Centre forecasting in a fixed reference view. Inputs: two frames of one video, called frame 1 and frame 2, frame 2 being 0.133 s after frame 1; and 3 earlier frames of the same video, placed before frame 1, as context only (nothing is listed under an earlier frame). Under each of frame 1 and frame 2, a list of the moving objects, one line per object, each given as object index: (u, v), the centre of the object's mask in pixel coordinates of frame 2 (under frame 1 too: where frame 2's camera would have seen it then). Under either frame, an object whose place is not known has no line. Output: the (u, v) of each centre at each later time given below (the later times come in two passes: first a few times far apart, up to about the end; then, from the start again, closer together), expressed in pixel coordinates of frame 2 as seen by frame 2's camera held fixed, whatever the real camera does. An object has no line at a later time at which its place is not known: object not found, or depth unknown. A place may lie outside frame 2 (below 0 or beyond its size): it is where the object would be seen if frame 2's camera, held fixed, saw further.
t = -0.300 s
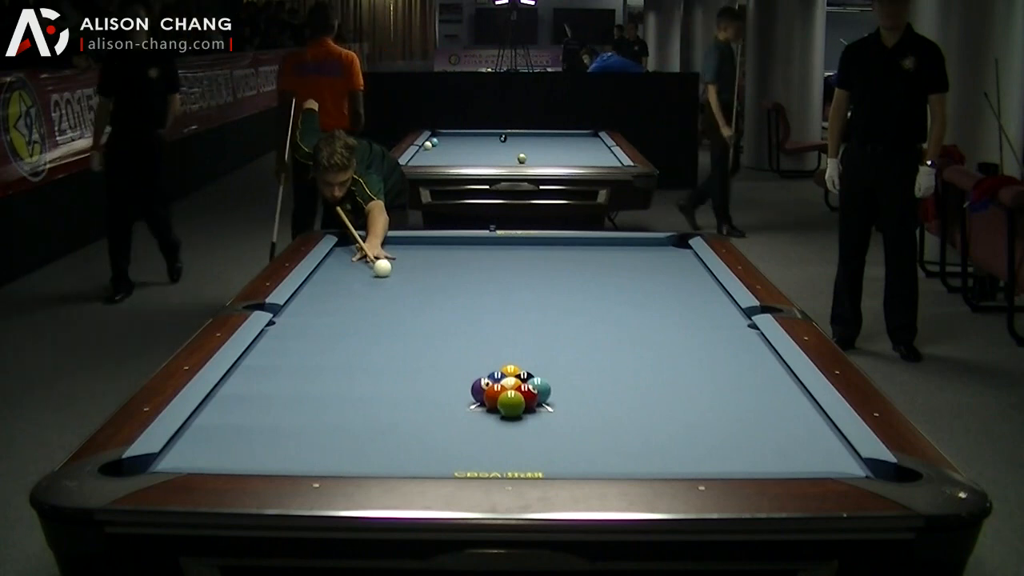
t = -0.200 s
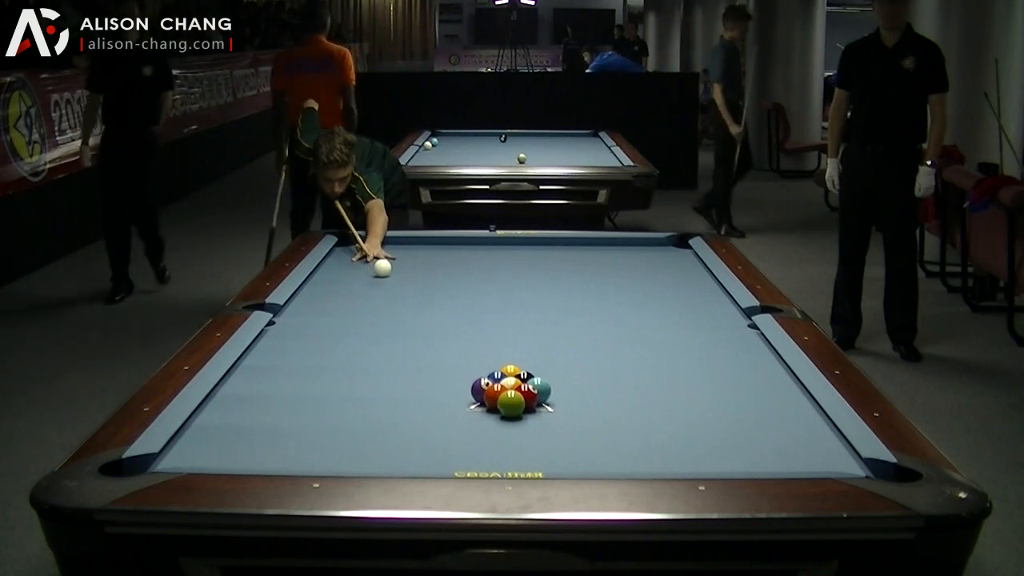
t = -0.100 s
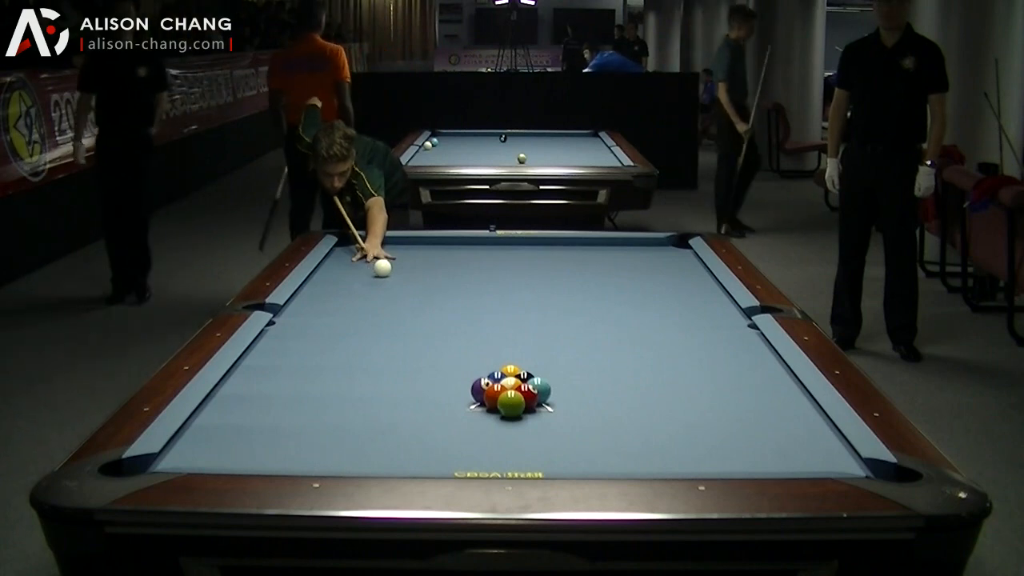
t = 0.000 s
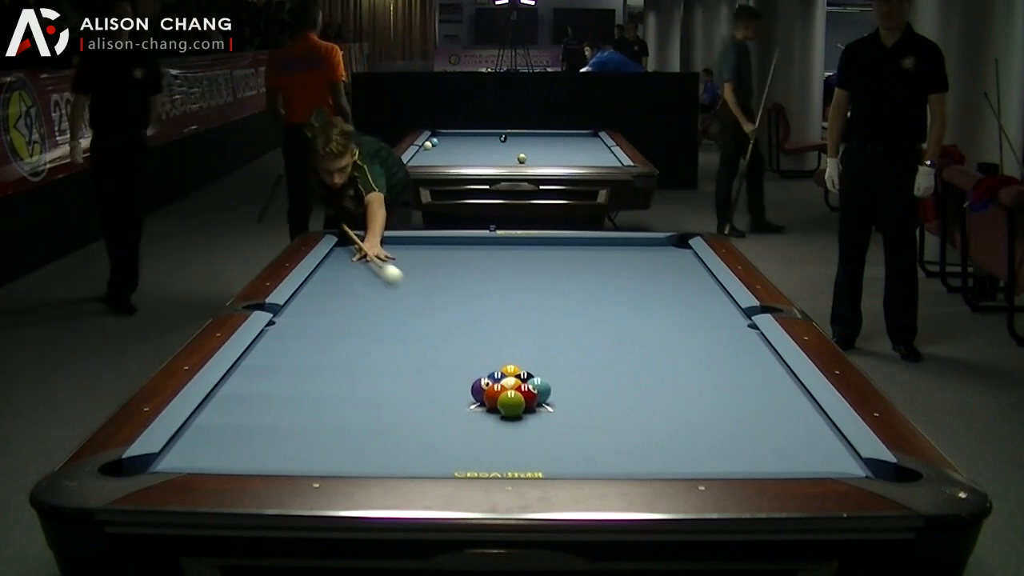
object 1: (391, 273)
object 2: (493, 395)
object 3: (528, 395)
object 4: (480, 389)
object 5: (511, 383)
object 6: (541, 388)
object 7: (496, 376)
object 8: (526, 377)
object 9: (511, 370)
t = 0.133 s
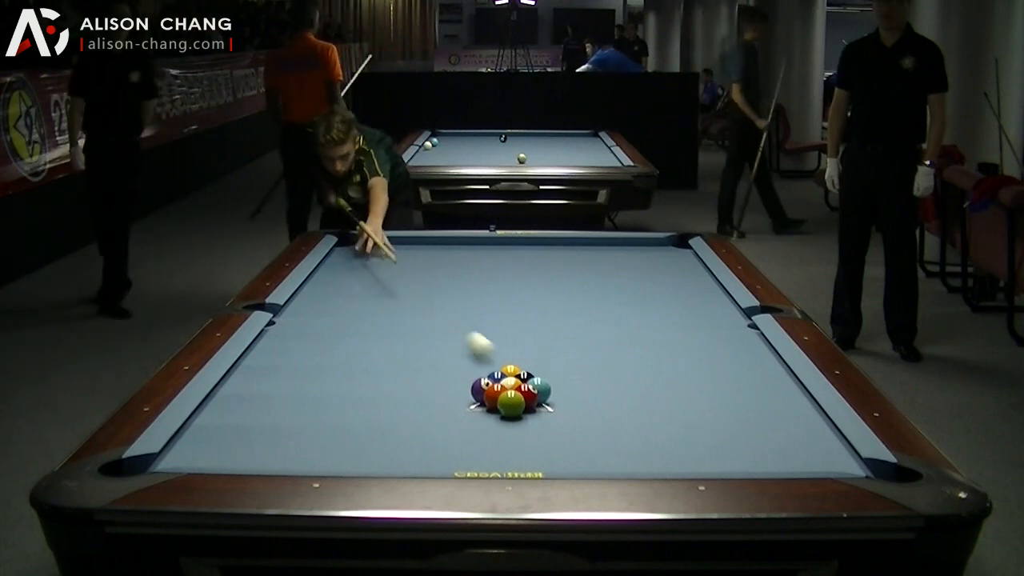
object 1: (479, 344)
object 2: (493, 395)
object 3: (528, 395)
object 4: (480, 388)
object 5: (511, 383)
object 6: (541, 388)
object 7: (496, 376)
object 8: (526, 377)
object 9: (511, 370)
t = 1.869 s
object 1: (506, 277)
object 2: (242, 400)
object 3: (499, 374)
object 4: (751, 373)
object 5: (523, 313)
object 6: (237, 377)
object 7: (277, 357)
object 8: (724, 357)
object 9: (594, 327)
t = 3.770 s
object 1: (369, 239)
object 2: (316, 353)
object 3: (488, 333)
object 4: (463, 331)
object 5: (535, 252)
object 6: (479, 343)
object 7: (390, 317)
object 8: (604, 309)
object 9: (632, 303)
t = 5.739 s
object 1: (411, 245)
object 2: (346, 341)
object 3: (488, 327)
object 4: (342, 307)
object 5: (540, 249)
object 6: (588, 335)
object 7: (438, 296)
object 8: (552, 287)
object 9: (637, 300)
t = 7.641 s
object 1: (413, 246)
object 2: (346, 341)
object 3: (488, 327)
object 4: (316, 299)
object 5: (541, 253)
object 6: (601, 334)
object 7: (444, 294)
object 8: (543, 284)
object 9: (637, 299)
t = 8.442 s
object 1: (413, 246)
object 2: (346, 341)
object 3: (488, 327)
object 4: (316, 299)
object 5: (541, 253)
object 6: (601, 334)
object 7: (444, 294)
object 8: (543, 284)
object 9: (637, 299)
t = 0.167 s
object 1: (510, 361)
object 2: (493, 395)
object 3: (529, 395)
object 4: (479, 389)
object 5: (511, 383)
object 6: (542, 388)
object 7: (496, 377)
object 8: (526, 377)
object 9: (511, 370)
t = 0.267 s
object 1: (579, 358)
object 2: (469, 411)
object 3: (547, 411)
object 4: (359, 416)
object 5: (509, 391)
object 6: (686, 421)
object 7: (471, 382)
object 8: (553, 382)
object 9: (519, 371)
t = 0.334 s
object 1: (617, 351)
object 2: (452, 421)
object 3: (561, 420)
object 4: (270, 434)
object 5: (508, 392)
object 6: (791, 441)
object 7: (457, 381)
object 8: (568, 381)
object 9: (523, 369)
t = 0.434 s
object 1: (666, 342)
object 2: (427, 434)
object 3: (581, 431)
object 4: (192, 454)
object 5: (507, 393)
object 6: (779, 458)
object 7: (437, 379)
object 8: (591, 379)
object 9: (529, 366)
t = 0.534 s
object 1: (706, 333)
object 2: (402, 446)
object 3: (601, 443)
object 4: (269, 459)
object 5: (506, 393)
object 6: (686, 464)
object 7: (417, 377)
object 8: (612, 377)
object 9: (535, 362)
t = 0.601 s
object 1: (731, 327)
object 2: (385, 454)
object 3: (611, 449)
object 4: (315, 455)
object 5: (506, 392)
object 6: (631, 460)
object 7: (404, 376)
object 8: (627, 375)
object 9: (539, 360)
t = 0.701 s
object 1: (725, 321)
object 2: (358, 461)
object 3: (595, 438)
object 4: (375, 447)
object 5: (506, 387)
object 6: (597, 462)
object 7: (386, 373)
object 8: (647, 373)
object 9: (545, 357)
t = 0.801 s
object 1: (696, 317)
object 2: (345, 458)
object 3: (579, 429)
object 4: (423, 440)
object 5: (508, 381)
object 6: (556, 457)
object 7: (368, 372)
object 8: (667, 371)
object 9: (550, 354)
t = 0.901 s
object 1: (675, 313)
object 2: (333, 453)
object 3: (567, 421)
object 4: (470, 433)
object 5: (509, 373)
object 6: (519, 449)
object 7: (350, 370)
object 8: (687, 370)
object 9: (555, 351)
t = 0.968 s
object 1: (661, 309)
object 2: (325, 450)
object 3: (561, 416)
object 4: (502, 423)
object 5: (510, 368)
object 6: (495, 443)
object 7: (339, 369)
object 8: (699, 368)
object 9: (558, 349)
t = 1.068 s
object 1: (641, 305)
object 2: (314, 443)
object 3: (555, 406)
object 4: (545, 421)
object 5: (512, 361)
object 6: (460, 435)
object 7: (322, 367)
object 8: (718, 367)
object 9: (563, 346)
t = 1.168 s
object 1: (622, 301)
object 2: (303, 436)
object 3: (544, 405)
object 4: (586, 415)
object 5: (514, 354)
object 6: (426, 427)
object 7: (306, 365)
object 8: (736, 365)
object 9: (567, 344)
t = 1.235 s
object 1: (610, 299)
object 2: (296, 432)
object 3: (539, 401)
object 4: (613, 411)
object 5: (515, 350)
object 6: (406, 422)
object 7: (295, 364)
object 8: (749, 364)
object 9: (570, 341)
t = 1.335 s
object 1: (592, 295)
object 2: (287, 427)
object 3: (531, 396)
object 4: (651, 405)
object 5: (516, 343)
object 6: (375, 414)
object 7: (280, 363)
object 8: (765, 362)
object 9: (574, 339)
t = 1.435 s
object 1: (575, 292)
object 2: (277, 421)
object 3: (523, 391)
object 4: (688, 399)
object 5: (517, 337)
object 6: (347, 407)
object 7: (265, 361)
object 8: (765, 361)
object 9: (578, 337)
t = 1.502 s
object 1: (563, 289)
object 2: (271, 418)
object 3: (518, 388)
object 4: (712, 394)
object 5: (518, 333)
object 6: (328, 402)
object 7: (255, 360)
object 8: (758, 360)
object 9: (581, 335)
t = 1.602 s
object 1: (547, 286)
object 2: (263, 413)
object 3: (511, 384)
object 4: (745, 390)
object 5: (520, 327)
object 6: (301, 396)
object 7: (255, 359)
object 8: (748, 360)
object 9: (585, 333)
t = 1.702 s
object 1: (532, 283)
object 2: (255, 408)
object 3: (505, 380)
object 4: (778, 384)
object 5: (521, 322)
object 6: (277, 390)
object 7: (264, 358)
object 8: (739, 358)
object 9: (588, 331)
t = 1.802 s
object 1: (516, 279)
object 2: (247, 403)
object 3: (500, 376)
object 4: (767, 377)
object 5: (522, 317)
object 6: (253, 381)
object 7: (272, 358)
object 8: (730, 358)
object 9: (592, 329)
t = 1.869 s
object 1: (506, 277)
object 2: (242, 400)
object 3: (499, 374)
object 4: (751, 373)
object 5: (523, 313)
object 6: (237, 377)
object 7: (277, 357)
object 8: (724, 357)
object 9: (594, 327)
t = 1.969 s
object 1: (492, 275)
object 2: (235, 396)
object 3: (497, 371)
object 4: (729, 367)
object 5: (524, 309)
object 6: (253, 374)
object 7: (284, 357)
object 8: (714, 355)
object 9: (597, 325)
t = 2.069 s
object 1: (478, 272)
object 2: (228, 392)
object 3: (496, 368)
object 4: (710, 361)
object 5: (525, 304)
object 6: (271, 369)
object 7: (292, 356)
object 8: (707, 348)
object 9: (600, 324)
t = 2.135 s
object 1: (469, 270)
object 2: (227, 390)
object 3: (495, 366)
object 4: (699, 361)
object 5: (526, 301)
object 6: (283, 365)
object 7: (298, 355)
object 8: (705, 347)
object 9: (601, 322)
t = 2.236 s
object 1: (457, 267)
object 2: (234, 386)
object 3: (493, 364)
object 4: (681, 358)
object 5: (527, 297)
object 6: (299, 361)
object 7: (306, 348)
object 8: (696, 348)
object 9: (604, 321)
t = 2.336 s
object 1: (444, 265)
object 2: (241, 384)
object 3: (492, 361)
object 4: (663, 356)
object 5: (527, 293)
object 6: (313, 360)
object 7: (309, 345)
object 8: (687, 345)
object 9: (607, 319)
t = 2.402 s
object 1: (436, 263)
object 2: (246, 381)
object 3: (491, 360)
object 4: (652, 355)
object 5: (528, 291)
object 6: (322, 358)
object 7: (314, 345)
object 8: (682, 343)
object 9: (608, 318)
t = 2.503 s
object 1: (424, 261)
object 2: (253, 379)
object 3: (490, 358)
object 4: (635, 353)
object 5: (528, 287)
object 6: (337, 357)
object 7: (321, 344)
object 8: (675, 340)
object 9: (611, 316)
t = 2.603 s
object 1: (413, 258)
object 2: (259, 376)
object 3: (489, 355)
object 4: (619, 352)
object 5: (529, 284)
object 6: (349, 356)
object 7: (329, 343)
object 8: (668, 337)
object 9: (613, 315)
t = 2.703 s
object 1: (402, 256)
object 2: (265, 373)
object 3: (488, 354)
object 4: (603, 349)
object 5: (530, 280)
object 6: (363, 355)
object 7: (336, 340)
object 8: (661, 334)
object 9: (615, 314)
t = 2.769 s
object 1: (395, 255)
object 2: (269, 372)
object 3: (487, 352)
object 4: (593, 348)
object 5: (530, 278)
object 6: (371, 354)
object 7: (340, 339)
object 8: (657, 332)
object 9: (616, 313)
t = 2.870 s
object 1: (384, 252)
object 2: (274, 370)
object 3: (487, 350)
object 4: (579, 346)
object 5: (531, 275)
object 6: (383, 353)
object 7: (346, 336)
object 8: (651, 329)
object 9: (618, 312)
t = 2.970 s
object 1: (374, 250)
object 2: (280, 367)
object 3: (486, 349)
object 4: (564, 345)
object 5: (531, 272)
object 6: (395, 352)
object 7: (352, 334)
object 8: (645, 327)
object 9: (620, 310)
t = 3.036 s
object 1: (368, 249)
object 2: (283, 366)
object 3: (486, 348)
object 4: (555, 343)
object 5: (531, 270)
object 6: (403, 351)
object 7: (355, 332)
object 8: (641, 325)
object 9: (621, 310)
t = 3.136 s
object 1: (358, 247)
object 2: (289, 364)
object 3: (486, 346)
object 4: (541, 342)
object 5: (532, 267)
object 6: (415, 350)
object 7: (361, 330)
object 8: (636, 323)
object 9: (622, 308)
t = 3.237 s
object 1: (349, 245)
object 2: (294, 362)
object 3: (485, 344)
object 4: (528, 340)
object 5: (532, 264)
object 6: (426, 349)
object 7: (366, 327)
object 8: (630, 320)
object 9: (623, 305)
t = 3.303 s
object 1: (344, 244)
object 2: (297, 361)
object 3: (485, 343)
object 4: (519, 339)
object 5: (533, 263)
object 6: (433, 348)
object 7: (369, 326)
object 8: (627, 319)
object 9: (625, 304)
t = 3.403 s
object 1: (349, 242)
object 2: (301, 359)
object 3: (485, 342)
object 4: (507, 337)
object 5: (533, 260)
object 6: (443, 347)
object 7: (374, 324)
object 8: (621, 317)
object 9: (628, 303)
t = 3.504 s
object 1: (355, 241)
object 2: (305, 357)
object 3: (484, 341)
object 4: (498, 334)
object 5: (533, 258)
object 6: (453, 346)
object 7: (379, 322)
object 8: (616, 315)
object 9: (629, 304)
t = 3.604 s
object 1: (360, 240)
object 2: (309, 356)
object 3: (484, 339)
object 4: (480, 326)
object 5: (534, 255)
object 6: (463, 345)
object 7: (383, 320)
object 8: (612, 313)
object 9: (629, 304)
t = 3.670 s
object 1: (364, 239)
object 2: (312, 355)
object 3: (486, 337)
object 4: (473, 327)
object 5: (534, 254)
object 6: (470, 344)
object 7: (386, 319)
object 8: (608, 311)
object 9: (630, 304)
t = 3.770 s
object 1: (369, 239)
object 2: (316, 353)
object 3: (488, 333)
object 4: (463, 331)
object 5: (535, 252)
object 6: (479, 343)
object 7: (390, 317)
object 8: (604, 309)
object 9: (632, 303)
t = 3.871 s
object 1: (373, 239)
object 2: (320, 352)
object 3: (481, 331)
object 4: (453, 331)
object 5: (535, 250)
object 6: (487, 343)
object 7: (393, 315)
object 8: (600, 308)
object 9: (633, 303)
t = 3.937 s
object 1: (375, 240)
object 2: (322, 351)
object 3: (480, 333)
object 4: (446, 329)
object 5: (535, 248)
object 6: (492, 342)
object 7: (396, 314)
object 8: (598, 306)
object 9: (633, 303)
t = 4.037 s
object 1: (378, 240)
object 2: (325, 350)
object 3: (483, 334)
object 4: (436, 328)
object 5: (535, 246)
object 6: (500, 342)
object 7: (399, 312)
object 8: (594, 305)
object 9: (634, 302)
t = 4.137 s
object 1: (381, 240)
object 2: (328, 349)
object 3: (484, 334)
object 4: (427, 327)
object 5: (536, 245)
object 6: (508, 341)
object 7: (403, 310)
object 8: (590, 303)
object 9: (635, 302)
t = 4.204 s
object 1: (383, 241)
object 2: (330, 348)
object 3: (484, 333)
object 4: (422, 326)
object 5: (536, 244)
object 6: (513, 341)
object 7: (405, 309)
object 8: (588, 302)
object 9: (635, 301)
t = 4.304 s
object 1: (386, 241)
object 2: (332, 347)
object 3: (485, 332)
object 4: (416, 323)
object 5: (536, 242)
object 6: (520, 340)
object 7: (408, 307)
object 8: (584, 301)
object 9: (636, 301)
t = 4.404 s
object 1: (388, 242)
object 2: (335, 346)
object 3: (485, 331)
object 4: (411, 319)
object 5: (537, 240)
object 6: (527, 340)
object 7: (412, 306)
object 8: (581, 299)
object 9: (636, 300)
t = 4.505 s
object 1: (391, 242)
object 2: (337, 345)
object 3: (485, 330)
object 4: (402, 316)
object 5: (537, 241)
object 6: (534, 339)
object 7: (415, 306)
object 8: (578, 298)
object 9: (637, 300)
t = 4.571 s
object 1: (393, 242)
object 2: (338, 345)
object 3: (485, 330)
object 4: (395, 315)
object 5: (537, 241)
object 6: (538, 339)
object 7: (416, 306)
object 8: (576, 297)
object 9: (637, 300)
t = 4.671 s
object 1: (395, 243)
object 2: (339, 344)
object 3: (486, 329)
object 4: (388, 315)
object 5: (537, 242)
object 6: (544, 339)
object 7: (419, 305)
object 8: (573, 296)
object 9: (637, 300)
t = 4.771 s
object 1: (397, 243)
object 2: (341, 343)
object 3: (486, 329)
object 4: (383, 315)
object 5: (538, 243)
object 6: (549, 338)
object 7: (421, 304)
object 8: (571, 295)
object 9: (637, 300)
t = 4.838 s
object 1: (398, 243)
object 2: (342, 343)
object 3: (487, 329)
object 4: (379, 315)
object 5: (538, 243)
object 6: (553, 338)
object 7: (423, 303)
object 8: (569, 294)
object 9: (637, 299)
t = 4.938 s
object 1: (401, 244)
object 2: (343, 343)
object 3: (487, 328)
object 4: (375, 315)
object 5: (538, 244)
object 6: (558, 338)
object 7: (425, 302)
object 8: (567, 293)
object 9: (637, 300)
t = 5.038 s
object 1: (402, 244)
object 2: (344, 342)
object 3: (488, 328)
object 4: (370, 314)
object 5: (539, 245)
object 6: (563, 337)
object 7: (427, 301)
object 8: (564, 292)
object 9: (637, 300)
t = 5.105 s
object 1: (403, 244)
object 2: (345, 342)
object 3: (488, 328)
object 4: (367, 313)
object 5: (539, 245)
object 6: (566, 337)
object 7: (428, 300)
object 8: (563, 291)
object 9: (637, 299)
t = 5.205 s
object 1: (405, 244)
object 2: (345, 342)
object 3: (488, 327)
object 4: (362, 312)
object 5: (539, 246)
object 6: (570, 337)
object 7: (430, 300)
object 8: (561, 291)
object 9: (637, 300)
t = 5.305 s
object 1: (406, 244)
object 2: (346, 341)
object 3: (489, 327)
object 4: (359, 311)
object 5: (539, 247)
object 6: (574, 336)
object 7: (432, 299)
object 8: (559, 290)
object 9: (637, 299)
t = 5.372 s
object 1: (408, 244)
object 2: (346, 341)
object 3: (489, 327)
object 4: (356, 310)
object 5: (539, 247)
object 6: (577, 336)
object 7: (433, 299)
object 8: (558, 289)
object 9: (637, 300)
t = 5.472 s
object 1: (409, 244)
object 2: (346, 341)
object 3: (489, 327)
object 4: (352, 309)
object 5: (539, 248)
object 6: (581, 336)
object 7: (434, 298)
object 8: (556, 288)
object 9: (637, 300)
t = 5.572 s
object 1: (410, 245)
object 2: (346, 341)
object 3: (489, 327)
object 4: (348, 309)
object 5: (539, 248)
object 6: (584, 336)
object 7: (436, 297)
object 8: (555, 288)
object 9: (637, 300)
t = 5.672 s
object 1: (411, 245)
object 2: (346, 341)
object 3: (488, 327)
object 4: (344, 307)
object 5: (540, 249)
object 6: (587, 335)
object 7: (438, 297)
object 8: (553, 287)
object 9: (637, 300)
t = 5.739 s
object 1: (411, 245)
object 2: (346, 341)
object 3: (488, 327)
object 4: (342, 307)
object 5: (540, 249)
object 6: (588, 335)
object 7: (438, 296)
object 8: (552, 287)
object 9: (637, 300)
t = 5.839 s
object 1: (412, 245)
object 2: (346, 341)
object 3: (488, 327)
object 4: (339, 306)
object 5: (540, 250)
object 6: (591, 335)
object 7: (440, 296)
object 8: (551, 286)
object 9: (637, 300)
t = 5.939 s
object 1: (413, 245)
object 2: (346, 341)
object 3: (488, 327)
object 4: (336, 305)
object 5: (540, 250)
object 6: (593, 335)
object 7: (441, 295)
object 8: (550, 285)
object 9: (637, 300)
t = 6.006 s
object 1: (413, 245)
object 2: (346, 341)
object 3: (488, 327)
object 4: (334, 305)
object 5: (540, 251)
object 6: (594, 335)
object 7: (442, 295)
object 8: (549, 285)
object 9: (637, 300)
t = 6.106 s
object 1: (413, 245)
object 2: (346, 341)
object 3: (488, 327)
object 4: (332, 304)
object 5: (540, 251)
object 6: (596, 335)
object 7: (442, 295)
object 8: (547, 285)
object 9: (637, 300)
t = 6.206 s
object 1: (413, 245)
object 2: (346, 341)
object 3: (488, 327)
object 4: (329, 303)
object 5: (540, 251)
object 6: (598, 334)
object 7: (443, 294)
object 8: (546, 284)
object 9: (637, 300)
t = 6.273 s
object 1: (413, 245)
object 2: (346, 341)
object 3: (488, 327)
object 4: (328, 303)
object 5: (540, 251)
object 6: (598, 334)
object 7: (444, 294)
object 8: (546, 284)
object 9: (637, 300)
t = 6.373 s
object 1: (413, 245)
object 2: (346, 341)
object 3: (488, 327)
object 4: (326, 302)
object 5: (540, 252)
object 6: (599, 334)
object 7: (444, 294)
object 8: (545, 284)
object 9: (637, 300)
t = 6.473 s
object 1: (413, 245)
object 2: (346, 341)
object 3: (488, 327)
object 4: (323, 302)
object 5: (540, 252)
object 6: (600, 334)
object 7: (444, 294)
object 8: (544, 284)
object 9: (637, 300)
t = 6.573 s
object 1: (413, 245)
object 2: (346, 341)
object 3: (488, 327)
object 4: (322, 302)
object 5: (540, 253)
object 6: (600, 334)
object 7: (444, 294)
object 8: (544, 284)
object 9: (637, 299)
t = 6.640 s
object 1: (413, 245)
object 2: (346, 341)
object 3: (488, 327)
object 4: (321, 301)
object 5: (540, 252)
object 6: (600, 334)
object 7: (444, 294)
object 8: (543, 284)
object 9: (637, 299)
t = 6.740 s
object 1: (413, 245)
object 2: (346, 341)
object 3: (488, 327)
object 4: (319, 301)
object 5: (540, 253)
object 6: (600, 334)
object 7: (444, 294)
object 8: (543, 284)
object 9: (637, 299)
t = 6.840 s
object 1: (413, 245)
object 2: (346, 341)
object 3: (488, 327)
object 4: (318, 300)
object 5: (540, 253)
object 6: (601, 334)
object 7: (444, 294)
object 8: (543, 284)
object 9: (637, 299)
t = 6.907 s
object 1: (413, 245)
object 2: (346, 341)
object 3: (488, 327)
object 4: (318, 300)
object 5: (541, 253)
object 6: (600, 334)
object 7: (444, 294)
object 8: (543, 284)
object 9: (637, 299)
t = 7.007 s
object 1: (413, 245)
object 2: (346, 341)
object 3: (488, 327)
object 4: (318, 300)
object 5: (541, 253)
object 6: (600, 334)
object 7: (444, 294)
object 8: (543, 284)
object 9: (637, 299)
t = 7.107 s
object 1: (413, 245)
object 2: (346, 341)
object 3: (488, 327)
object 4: (317, 299)
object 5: (541, 253)
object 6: (600, 334)
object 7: (444, 294)
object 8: (543, 284)
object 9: (637, 299)
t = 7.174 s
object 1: (413, 245)
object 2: (346, 341)
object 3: (488, 327)
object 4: (317, 299)
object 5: (541, 253)
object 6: (600, 334)
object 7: (444, 294)
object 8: (543, 284)
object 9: (637, 299)
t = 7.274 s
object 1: (413, 245)
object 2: (346, 341)
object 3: (488, 327)
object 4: (316, 299)
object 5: (541, 253)
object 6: (600, 334)
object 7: (444, 294)
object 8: (543, 284)
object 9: (637, 299)
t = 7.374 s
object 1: (413, 245)
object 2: (346, 341)
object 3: (488, 327)
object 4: (316, 299)
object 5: (541, 253)
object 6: (601, 334)
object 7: (444, 294)
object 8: (543, 284)
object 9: (637, 299)
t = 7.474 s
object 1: (413, 246)
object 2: (346, 341)
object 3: (488, 327)
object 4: (316, 299)
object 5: (541, 253)
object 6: (601, 334)
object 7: (444, 294)
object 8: (543, 284)
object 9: (637, 299)
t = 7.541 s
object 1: (413, 246)
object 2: (346, 341)
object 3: (488, 327)
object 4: (316, 299)
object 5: (541, 253)
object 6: (601, 334)
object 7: (444, 294)
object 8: (543, 284)
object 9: (637, 299)
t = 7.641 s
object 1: (413, 246)
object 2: (346, 341)
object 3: (488, 327)
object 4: (316, 299)
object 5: (541, 253)
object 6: (601, 334)
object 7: (444, 294)
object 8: (543, 284)
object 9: (637, 299)
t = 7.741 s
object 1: (413, 246)
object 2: (346, 341)
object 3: (488, 327)
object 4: (316, 299)
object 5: (541, 253)
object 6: (601, 334)
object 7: (444, 294)
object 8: (543, 284)
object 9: (637, 299)
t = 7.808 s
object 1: (413, 246)
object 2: (346, 341)
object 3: (488, 327)
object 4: (316, 299)
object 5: (541, 253)
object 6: (600, 334)
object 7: (444, 294)
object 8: (543, 284)
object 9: (637, 299)
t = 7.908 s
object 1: (413, 246)
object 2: (346, 341)
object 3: (488, 327)
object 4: (316, 299)
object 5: (541, 253)
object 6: (600, 334)
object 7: (444, 294)
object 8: (543, 284)
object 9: (637, 299)
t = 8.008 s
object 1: (413, 246)
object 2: (346, 341)
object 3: (488, 327)
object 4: (316, 299)
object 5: (541, 253)
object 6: (600, 334)
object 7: (444, 294)
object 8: (543, 284)
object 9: (637, 299)
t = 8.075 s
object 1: (413, 246)
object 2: (346, 341)
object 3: (488, 327)
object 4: (316, 299)
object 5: (541, 253)
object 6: (600, 334)
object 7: (444, 294)
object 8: (543, 284)
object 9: (637, 299)
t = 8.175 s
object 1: (413, 246)
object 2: (346, 341)
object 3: (488, 327)
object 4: (316, 299)
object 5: (541, 253)
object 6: (600, 334)
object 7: (444, 294)
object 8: (543, 284)
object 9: (637, 299)
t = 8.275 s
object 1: (413, 246)
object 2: (346, 341)
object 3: (488, 327)
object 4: (316, 299)
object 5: (541, 253)
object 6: (601, 334)
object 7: (444, 294)
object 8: (543, 284)
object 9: (637, 299)
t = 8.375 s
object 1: (413, 246)
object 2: (346, 341)
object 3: (488, 327)
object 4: (316, 299)
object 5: (541, 253)
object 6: (601, 334)
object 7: (444, 294)
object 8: (543, 284)
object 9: (637, 299)
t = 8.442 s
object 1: (413, 246)
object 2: (346, 341)
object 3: (488, 327)
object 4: (316, 299)
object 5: (541, 253)
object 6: (601, 334)
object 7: (444, 294)
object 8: (543, 284)
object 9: (637, 299)
